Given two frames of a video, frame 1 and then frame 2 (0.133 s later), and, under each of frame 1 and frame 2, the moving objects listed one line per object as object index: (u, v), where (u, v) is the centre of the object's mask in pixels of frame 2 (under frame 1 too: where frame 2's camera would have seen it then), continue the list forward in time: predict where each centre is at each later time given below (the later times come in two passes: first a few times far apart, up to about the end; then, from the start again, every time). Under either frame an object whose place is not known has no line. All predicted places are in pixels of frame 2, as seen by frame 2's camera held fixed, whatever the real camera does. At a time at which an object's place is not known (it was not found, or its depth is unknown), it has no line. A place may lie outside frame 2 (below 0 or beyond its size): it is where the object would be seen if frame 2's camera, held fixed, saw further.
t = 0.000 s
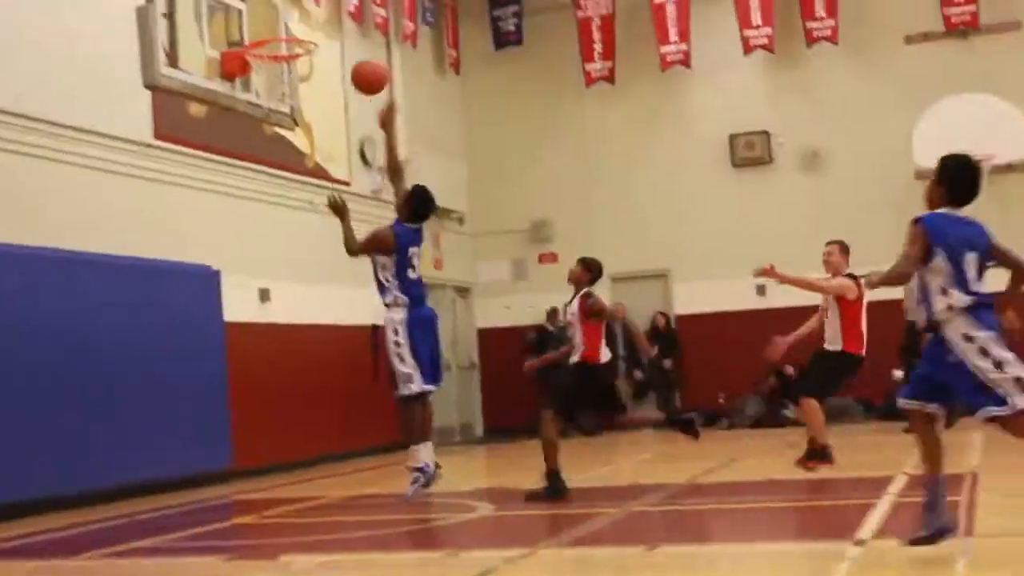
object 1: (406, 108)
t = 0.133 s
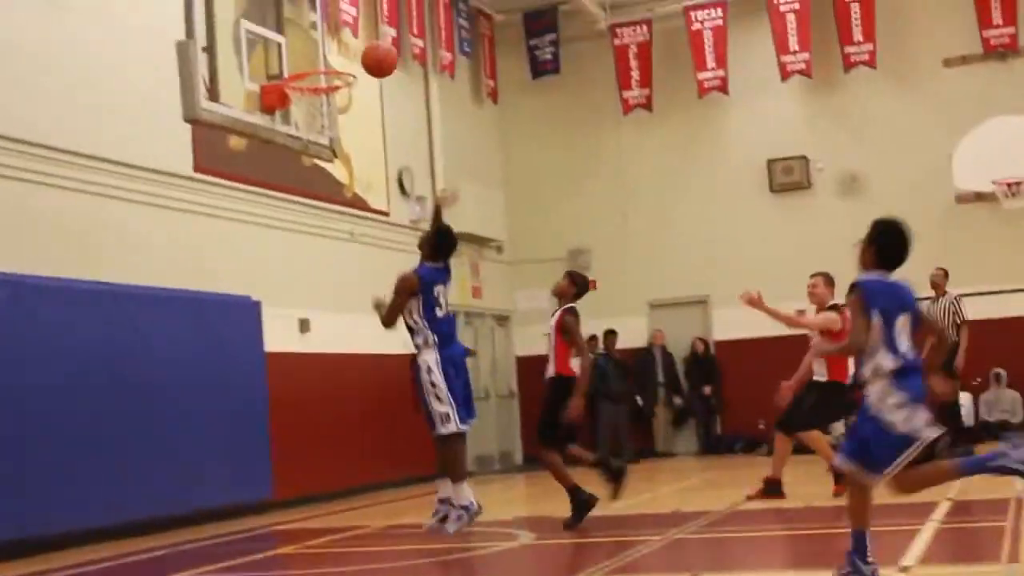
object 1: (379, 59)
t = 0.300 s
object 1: (348, 38)
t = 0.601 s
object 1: (310, 93)
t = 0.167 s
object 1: (372, 52)
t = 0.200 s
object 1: (366, 47)
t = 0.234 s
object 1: (360, 41)
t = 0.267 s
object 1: (353, 39)
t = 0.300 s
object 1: (348, 38)
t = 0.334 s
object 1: (342, 39)
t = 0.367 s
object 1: (336, 40)
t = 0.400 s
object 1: (330, 44)
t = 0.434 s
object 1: (324, 49)
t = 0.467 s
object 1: (318, 56)
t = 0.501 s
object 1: (313, 61)
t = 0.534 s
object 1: (306, 69)
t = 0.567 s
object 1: (305, 86)
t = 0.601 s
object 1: (310, 93)
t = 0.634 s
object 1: (314, 101)
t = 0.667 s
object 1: (319, 111)
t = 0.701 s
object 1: (325, 122)
